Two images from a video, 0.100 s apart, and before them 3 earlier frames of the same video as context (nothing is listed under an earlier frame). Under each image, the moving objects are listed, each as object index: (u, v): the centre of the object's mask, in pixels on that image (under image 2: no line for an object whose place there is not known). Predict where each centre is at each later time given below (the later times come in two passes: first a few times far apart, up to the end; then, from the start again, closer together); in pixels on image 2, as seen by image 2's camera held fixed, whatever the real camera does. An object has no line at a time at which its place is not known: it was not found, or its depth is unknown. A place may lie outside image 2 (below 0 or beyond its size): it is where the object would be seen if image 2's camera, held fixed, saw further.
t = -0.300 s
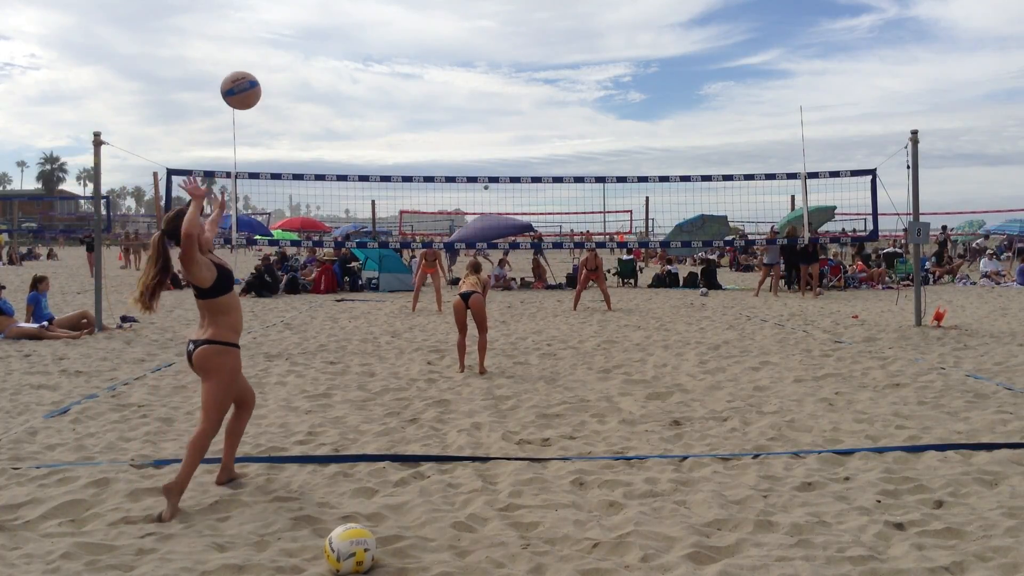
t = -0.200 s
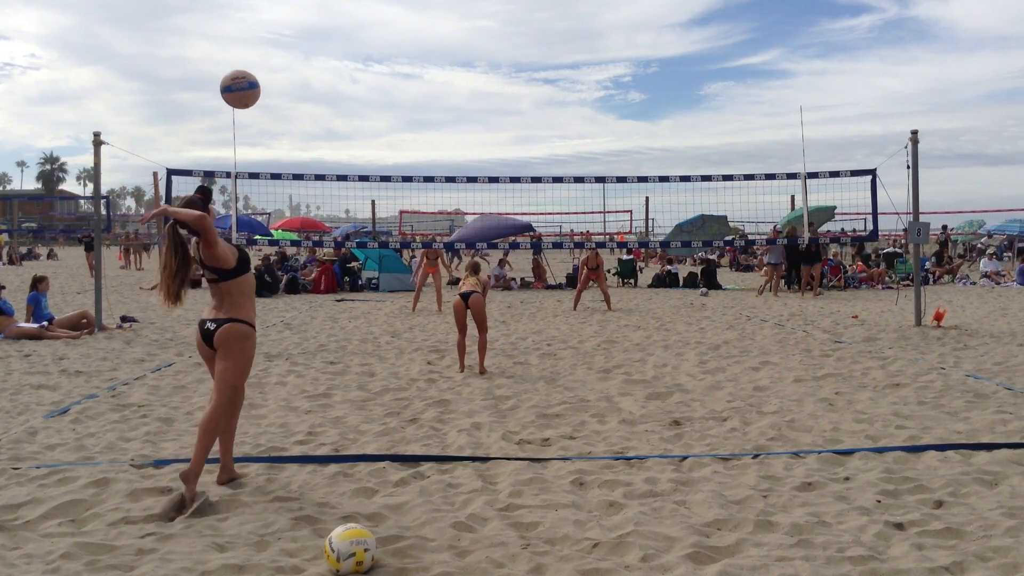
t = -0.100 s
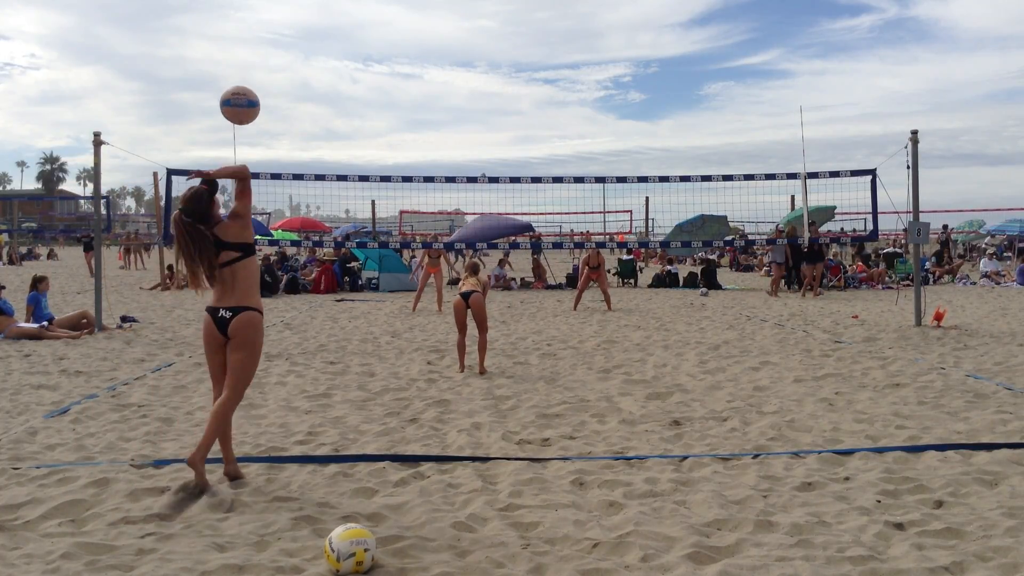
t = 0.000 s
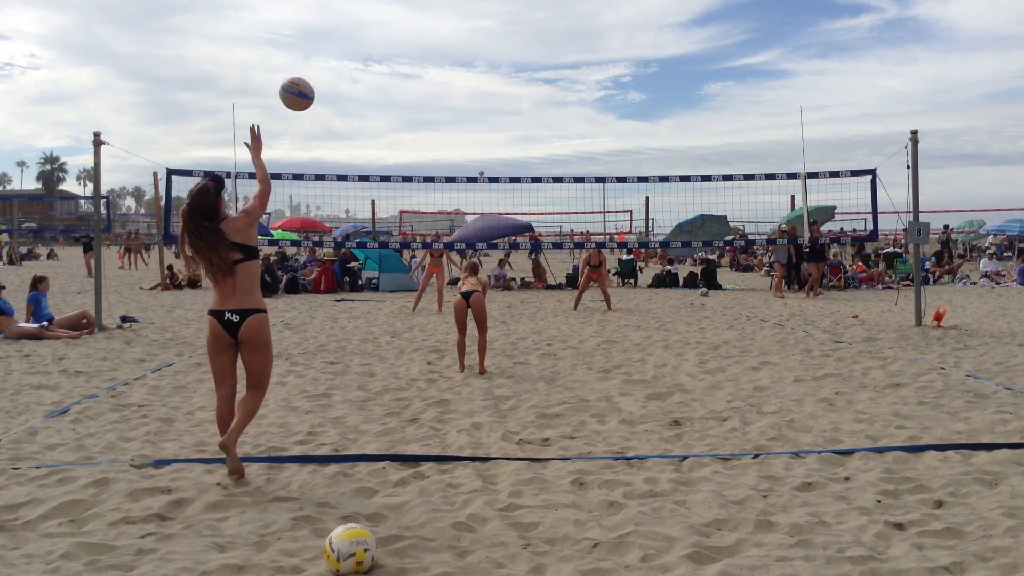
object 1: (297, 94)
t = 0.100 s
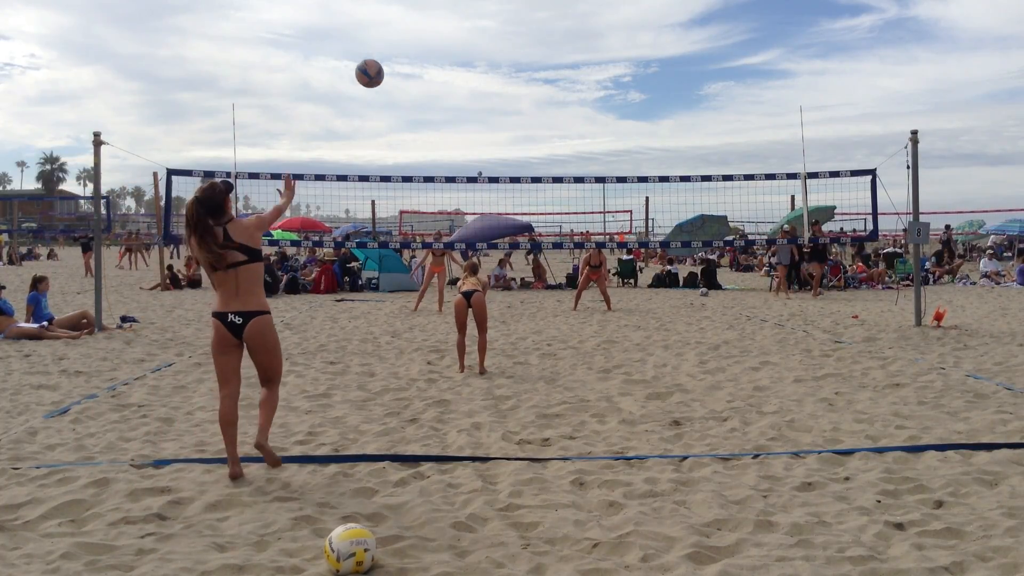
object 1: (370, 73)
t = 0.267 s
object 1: (445, 71)
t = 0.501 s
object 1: (506, 111)
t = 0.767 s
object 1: (542, 189)
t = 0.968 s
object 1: (560, 254)
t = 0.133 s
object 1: (388, 70)
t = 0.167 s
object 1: (405, 68)
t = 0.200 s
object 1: (420, 68)
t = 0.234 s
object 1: (433, 69)
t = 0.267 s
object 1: (445, 71)
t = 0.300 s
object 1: (456, 74)
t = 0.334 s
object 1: (466, 78)
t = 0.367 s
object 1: (476, 83)
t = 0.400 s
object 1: (485, 89)
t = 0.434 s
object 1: (493, 96)
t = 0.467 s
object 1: (500, 103)
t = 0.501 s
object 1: (506, 111)
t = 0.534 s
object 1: (512, 120)
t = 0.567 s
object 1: (518, 129)
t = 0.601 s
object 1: (522, 138)
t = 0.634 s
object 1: (527, 148)
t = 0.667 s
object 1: (531, 158)
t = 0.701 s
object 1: (535, 168)
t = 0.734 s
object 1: (538, 178)
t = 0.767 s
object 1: (542, 189)
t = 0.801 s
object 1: (545, 198)
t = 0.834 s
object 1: (549, 209)
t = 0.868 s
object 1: (552, 220)
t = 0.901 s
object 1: (555, 230)
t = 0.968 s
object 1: (560, 254)
